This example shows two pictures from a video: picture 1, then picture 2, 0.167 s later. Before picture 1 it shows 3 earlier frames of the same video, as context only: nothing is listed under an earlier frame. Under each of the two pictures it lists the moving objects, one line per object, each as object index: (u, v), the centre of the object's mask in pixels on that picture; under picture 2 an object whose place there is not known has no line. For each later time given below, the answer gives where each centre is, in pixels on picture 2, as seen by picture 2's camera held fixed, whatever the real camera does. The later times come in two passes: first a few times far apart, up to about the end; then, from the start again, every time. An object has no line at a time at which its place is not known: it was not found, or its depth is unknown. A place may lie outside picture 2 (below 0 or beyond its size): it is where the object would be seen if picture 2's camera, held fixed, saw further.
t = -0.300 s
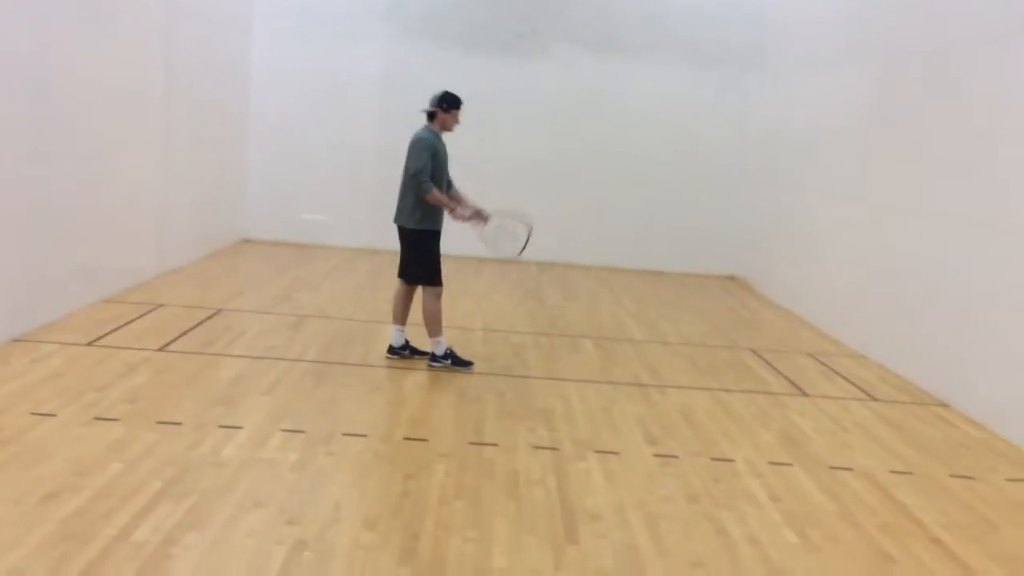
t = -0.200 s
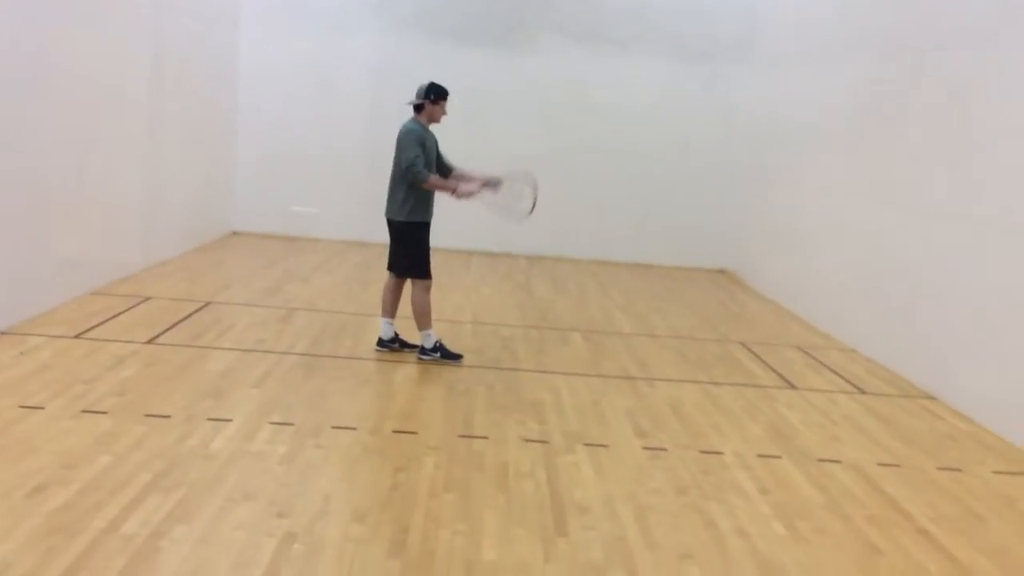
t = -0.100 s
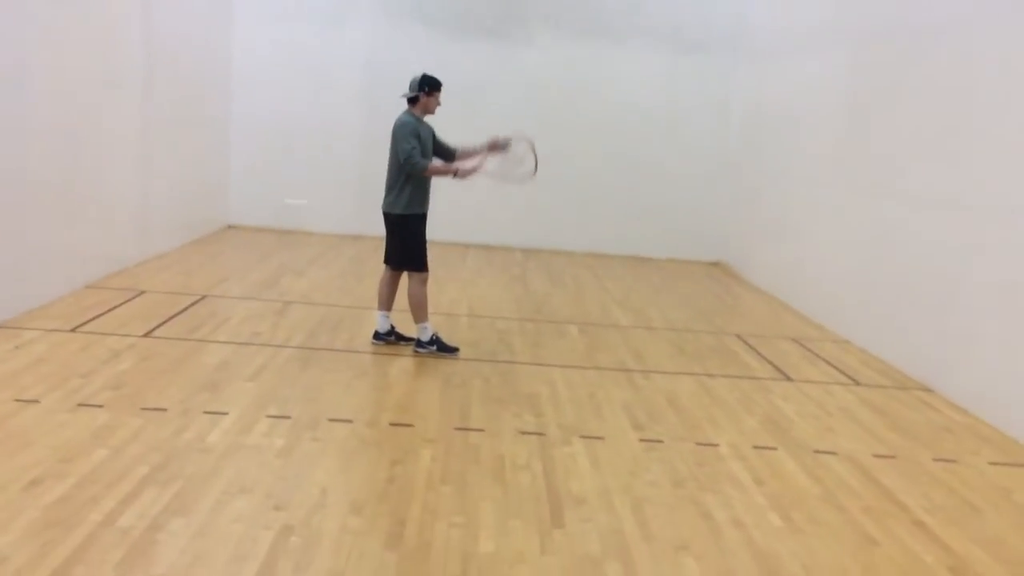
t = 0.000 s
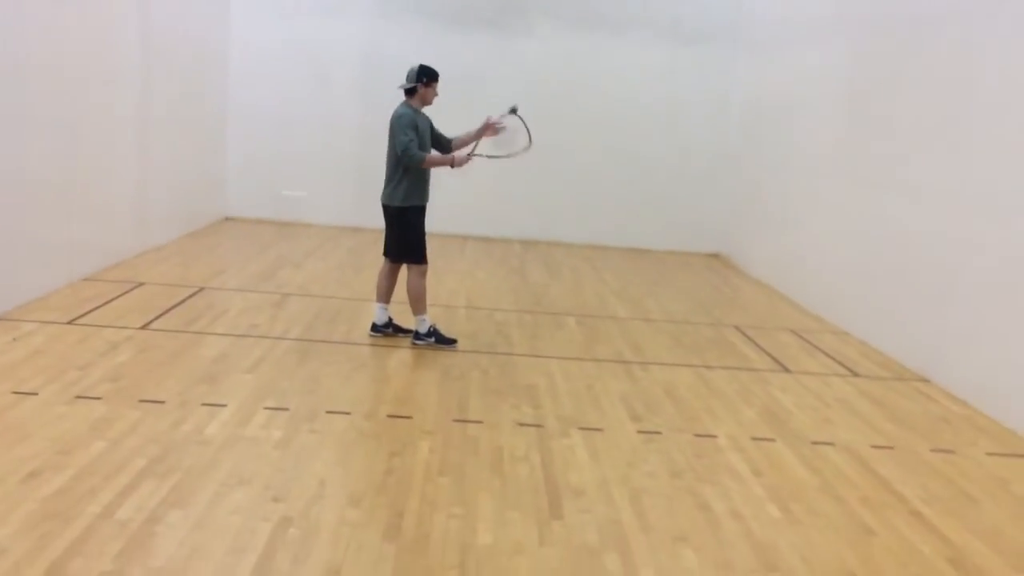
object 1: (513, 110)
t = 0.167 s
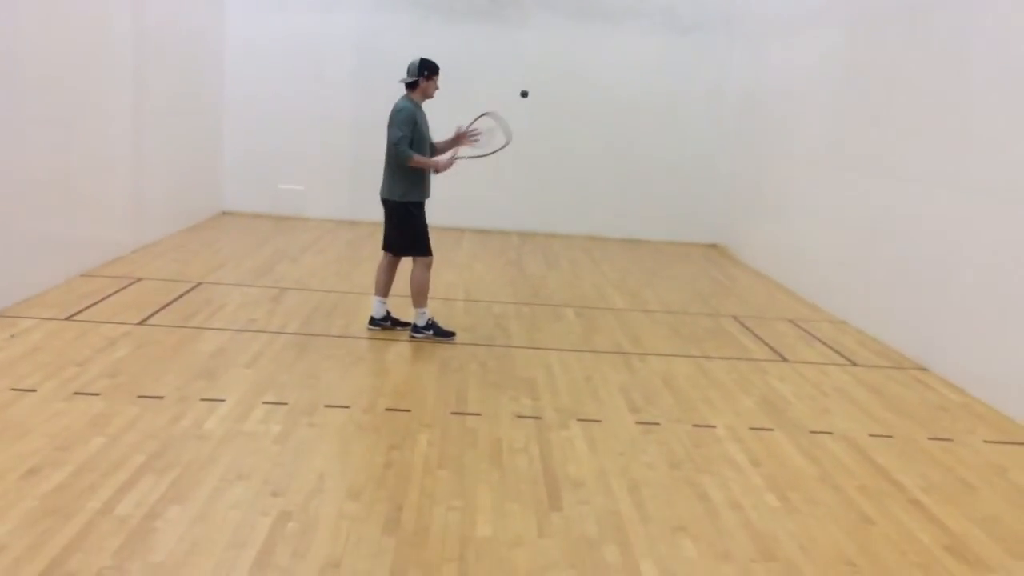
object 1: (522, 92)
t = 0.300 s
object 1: (533, 116)
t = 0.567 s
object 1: (546, 241)
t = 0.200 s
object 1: (525, 96)
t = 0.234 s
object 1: (529, 101)
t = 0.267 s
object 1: (531, 107)
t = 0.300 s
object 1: (533, 116)
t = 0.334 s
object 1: (535, 126)
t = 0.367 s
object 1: (536, 137)
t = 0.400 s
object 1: (538, 151)
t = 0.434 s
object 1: (540, 165)
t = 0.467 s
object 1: (542, 181)
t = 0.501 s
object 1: (544, 199)
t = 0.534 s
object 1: (546, 220)
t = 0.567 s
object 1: (546, 241)
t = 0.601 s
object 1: (547, 261)
